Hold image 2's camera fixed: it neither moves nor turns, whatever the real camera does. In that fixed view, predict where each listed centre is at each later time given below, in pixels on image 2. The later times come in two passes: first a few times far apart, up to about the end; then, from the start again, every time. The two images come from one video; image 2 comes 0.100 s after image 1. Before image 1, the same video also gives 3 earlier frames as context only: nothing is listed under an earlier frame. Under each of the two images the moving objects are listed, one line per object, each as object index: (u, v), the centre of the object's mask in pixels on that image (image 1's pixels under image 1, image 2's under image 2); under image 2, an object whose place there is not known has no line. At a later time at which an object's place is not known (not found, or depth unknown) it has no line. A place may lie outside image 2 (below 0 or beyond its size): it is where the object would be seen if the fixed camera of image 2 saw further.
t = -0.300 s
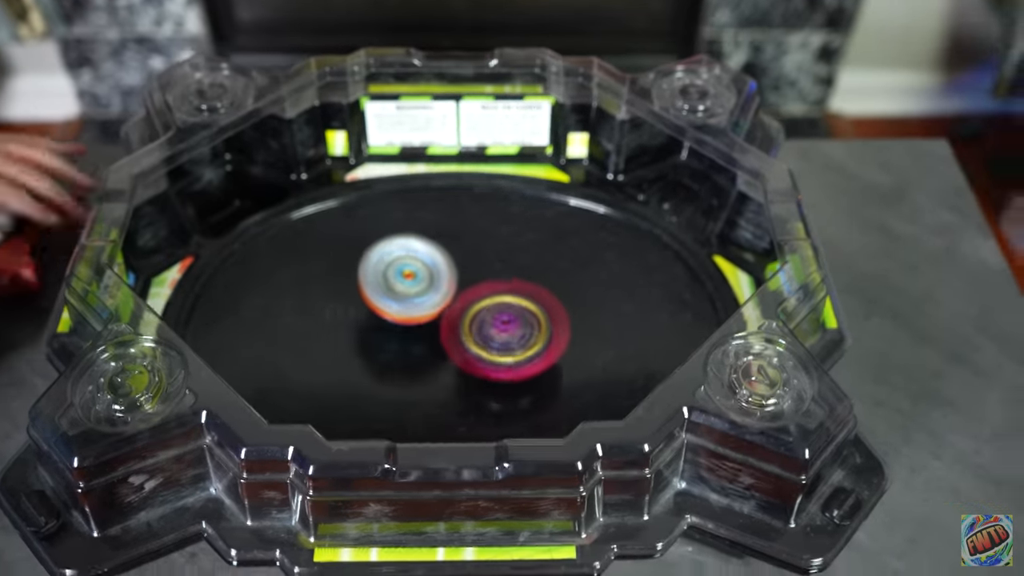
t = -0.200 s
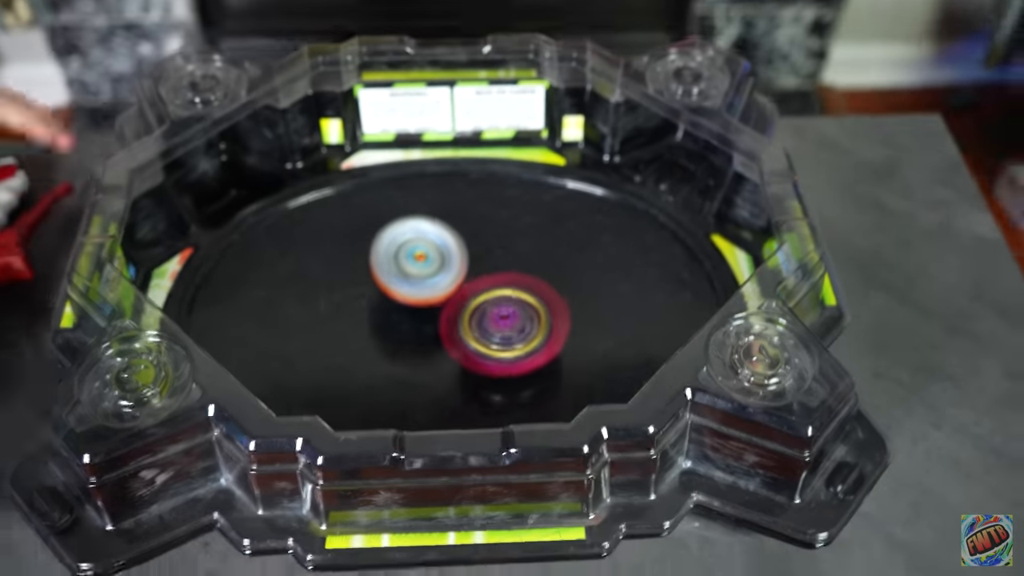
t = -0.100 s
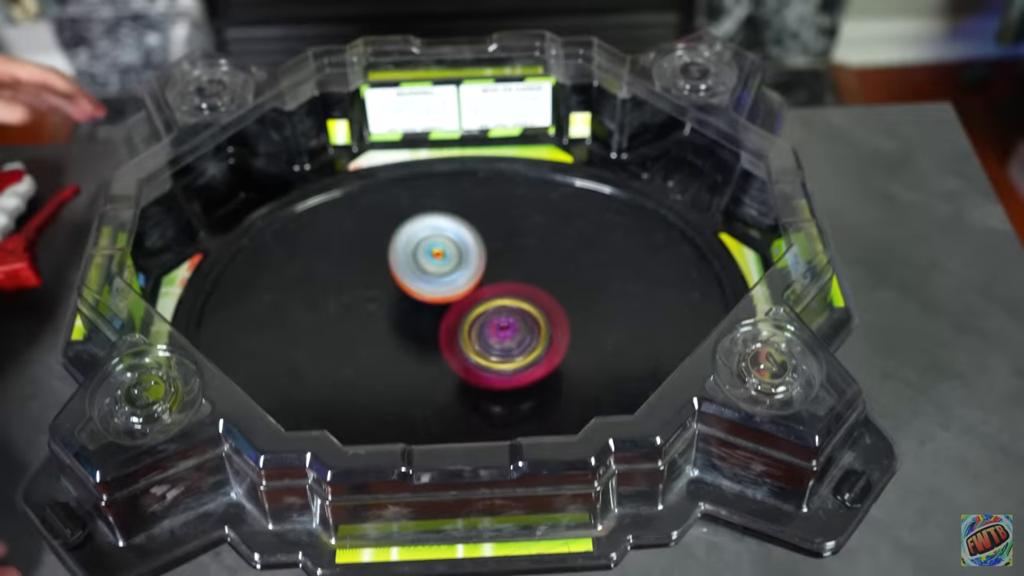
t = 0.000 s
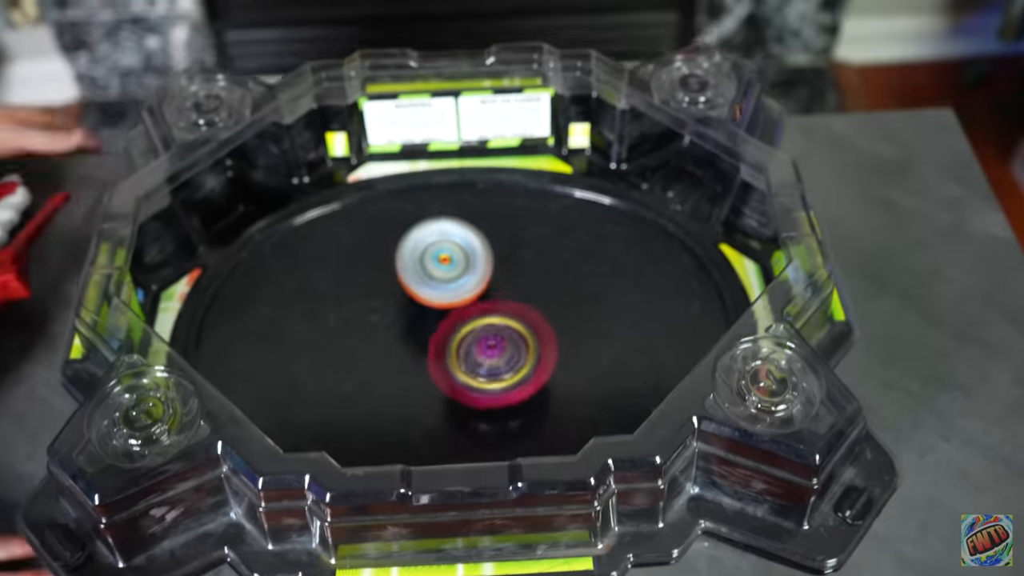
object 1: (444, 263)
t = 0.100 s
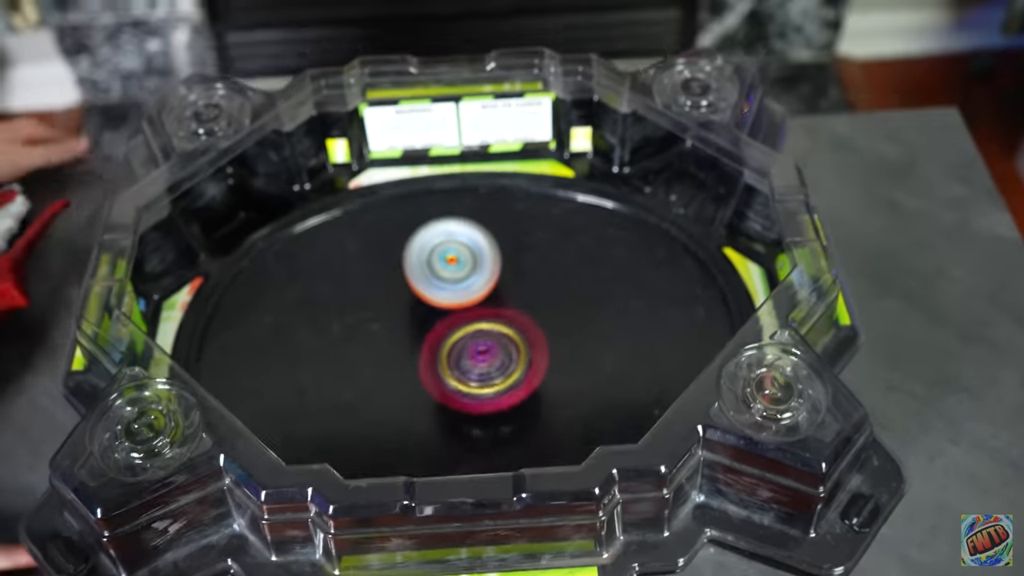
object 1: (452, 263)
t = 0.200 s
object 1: (456, 260)
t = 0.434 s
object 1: (472, 265)
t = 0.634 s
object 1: (509, 274)
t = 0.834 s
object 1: (539, 290)
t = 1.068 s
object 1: (562, 309)
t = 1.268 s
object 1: (566, 325)
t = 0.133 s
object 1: (453, 261)
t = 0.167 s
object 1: (455, 261)
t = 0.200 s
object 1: (456, 260)
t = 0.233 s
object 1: (458, 259)
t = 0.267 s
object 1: (460, 258)
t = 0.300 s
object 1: (462, 258)
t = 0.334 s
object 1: (464, 259)
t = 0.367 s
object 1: (466, 261)
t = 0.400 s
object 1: (469, 263)
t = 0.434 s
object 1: (472, 265)
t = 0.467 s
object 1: (477, 267)
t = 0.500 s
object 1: (482, 268)
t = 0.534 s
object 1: (488, 269)
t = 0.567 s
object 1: (495, 270)
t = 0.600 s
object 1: (502, 272)
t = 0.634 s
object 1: (509, 274)
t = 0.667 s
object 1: (515, 276)
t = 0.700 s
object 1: (521, 279)
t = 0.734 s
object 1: (526, 282)
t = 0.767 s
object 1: (530, 284)
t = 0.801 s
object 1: (535, 287)
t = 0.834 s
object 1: (539, 290)
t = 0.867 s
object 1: (544, 293)
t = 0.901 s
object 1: (548, 295)
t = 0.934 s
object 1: (552, 298)
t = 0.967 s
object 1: (555, 301)
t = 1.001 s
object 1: (558, 304)
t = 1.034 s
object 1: (560, 306)
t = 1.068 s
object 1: (562, 309)
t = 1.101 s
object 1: (564, 312)
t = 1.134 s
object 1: (565, 314)
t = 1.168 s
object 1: (566, 317)
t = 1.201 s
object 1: (566, 320)
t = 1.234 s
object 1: (566, 322)
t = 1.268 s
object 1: (566, 325)
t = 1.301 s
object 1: (566, 328)
